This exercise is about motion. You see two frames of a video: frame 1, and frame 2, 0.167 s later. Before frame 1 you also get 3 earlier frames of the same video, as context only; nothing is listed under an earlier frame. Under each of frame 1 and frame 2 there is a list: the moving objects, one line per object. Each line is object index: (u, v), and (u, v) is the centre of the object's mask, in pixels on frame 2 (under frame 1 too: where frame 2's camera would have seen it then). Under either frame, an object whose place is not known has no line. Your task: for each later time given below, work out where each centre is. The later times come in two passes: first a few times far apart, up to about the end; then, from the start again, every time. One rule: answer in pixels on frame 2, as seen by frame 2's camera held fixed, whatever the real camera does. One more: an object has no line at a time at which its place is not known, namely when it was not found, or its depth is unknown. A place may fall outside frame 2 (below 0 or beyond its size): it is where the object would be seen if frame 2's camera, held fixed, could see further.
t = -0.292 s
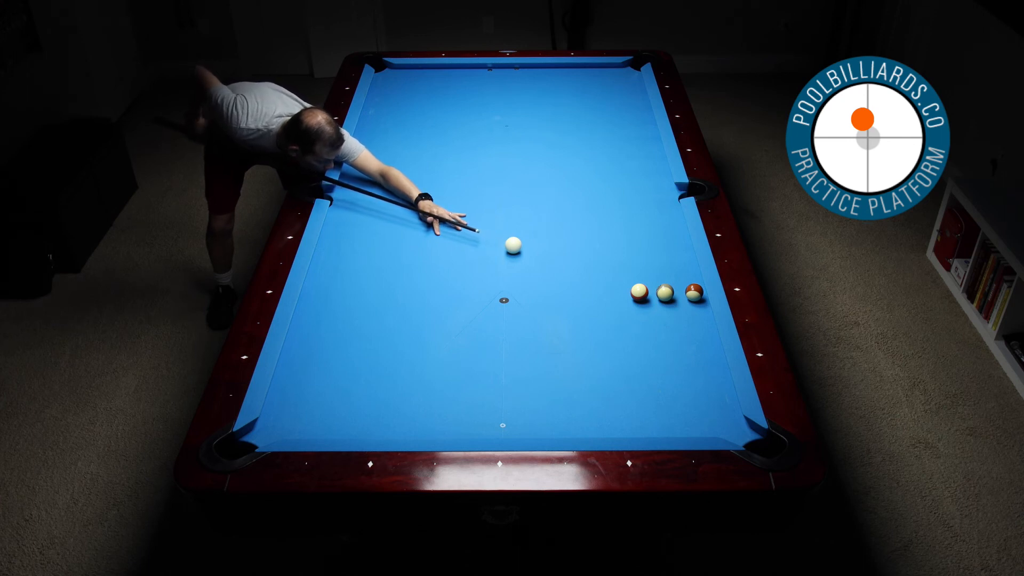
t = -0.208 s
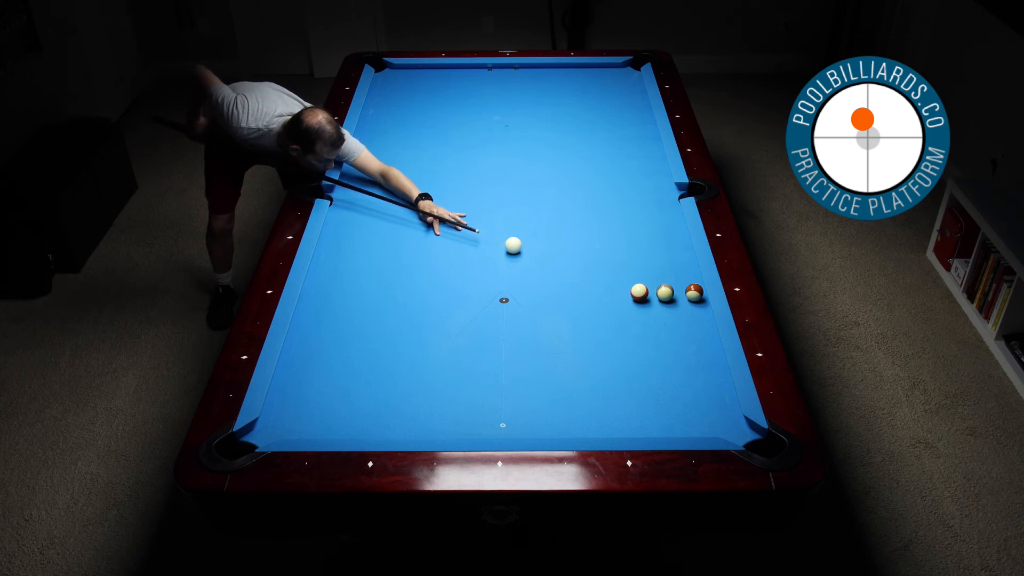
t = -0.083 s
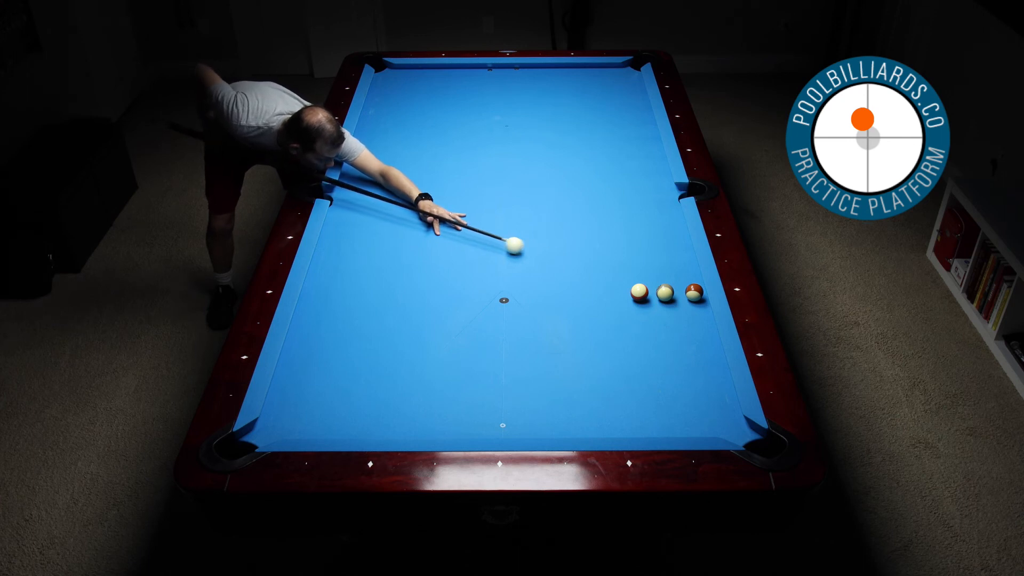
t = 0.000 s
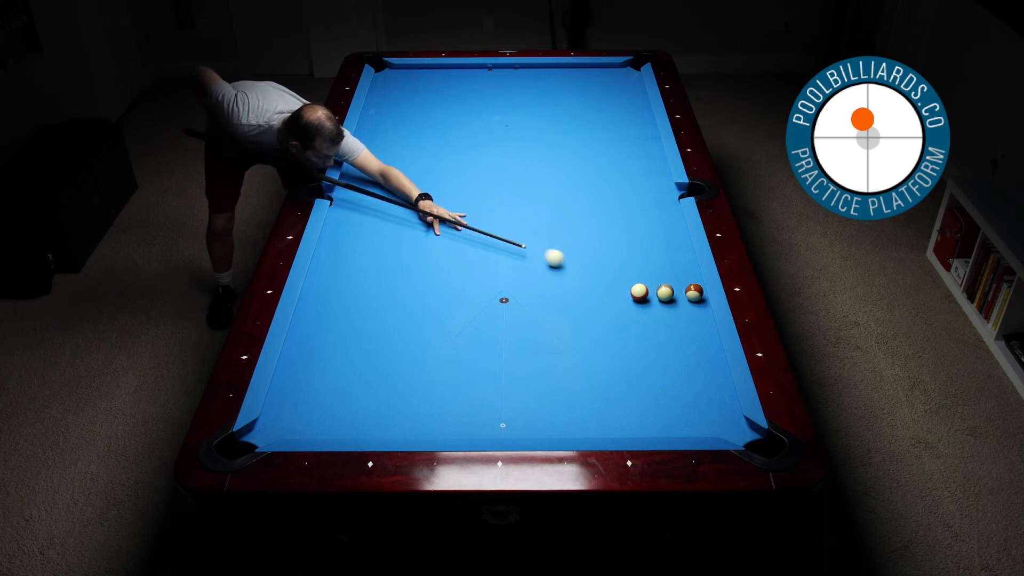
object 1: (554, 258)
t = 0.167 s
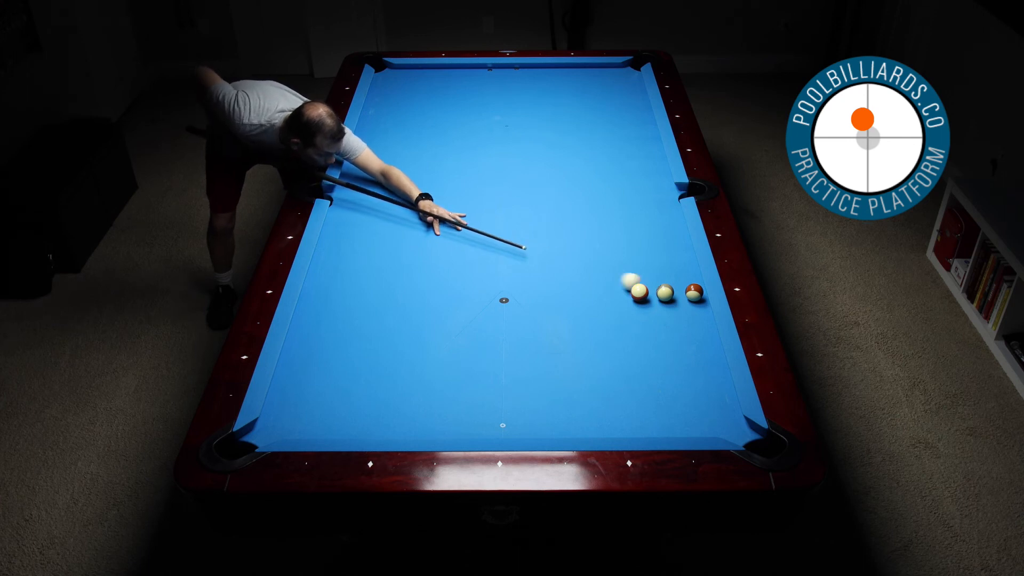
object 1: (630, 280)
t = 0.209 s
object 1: (645, 280)
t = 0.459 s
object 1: (669, 275)
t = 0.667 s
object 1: (627, 270)
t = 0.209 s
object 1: (645, 280)
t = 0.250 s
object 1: (658, 278)
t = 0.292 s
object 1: (673, 278)
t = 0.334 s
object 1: (687, 277)
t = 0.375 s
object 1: (688, 277)
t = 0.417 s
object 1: (678, 276)
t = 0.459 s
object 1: (669, 275)
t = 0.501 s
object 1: (660, 274)
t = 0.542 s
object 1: (652, 273)
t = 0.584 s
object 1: (644, 272)
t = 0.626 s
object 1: (635, 271)
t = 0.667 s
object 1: (627, 270)
